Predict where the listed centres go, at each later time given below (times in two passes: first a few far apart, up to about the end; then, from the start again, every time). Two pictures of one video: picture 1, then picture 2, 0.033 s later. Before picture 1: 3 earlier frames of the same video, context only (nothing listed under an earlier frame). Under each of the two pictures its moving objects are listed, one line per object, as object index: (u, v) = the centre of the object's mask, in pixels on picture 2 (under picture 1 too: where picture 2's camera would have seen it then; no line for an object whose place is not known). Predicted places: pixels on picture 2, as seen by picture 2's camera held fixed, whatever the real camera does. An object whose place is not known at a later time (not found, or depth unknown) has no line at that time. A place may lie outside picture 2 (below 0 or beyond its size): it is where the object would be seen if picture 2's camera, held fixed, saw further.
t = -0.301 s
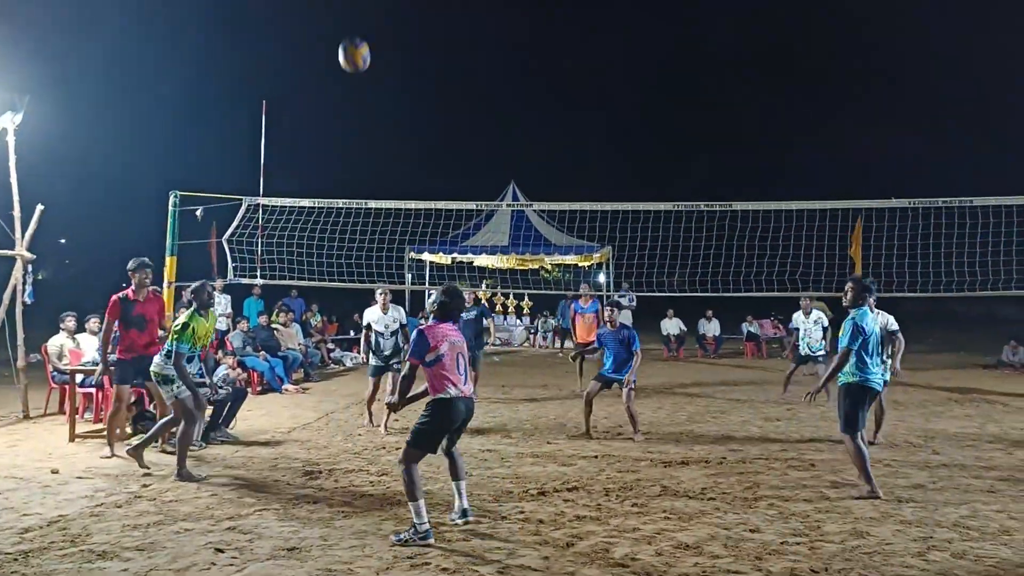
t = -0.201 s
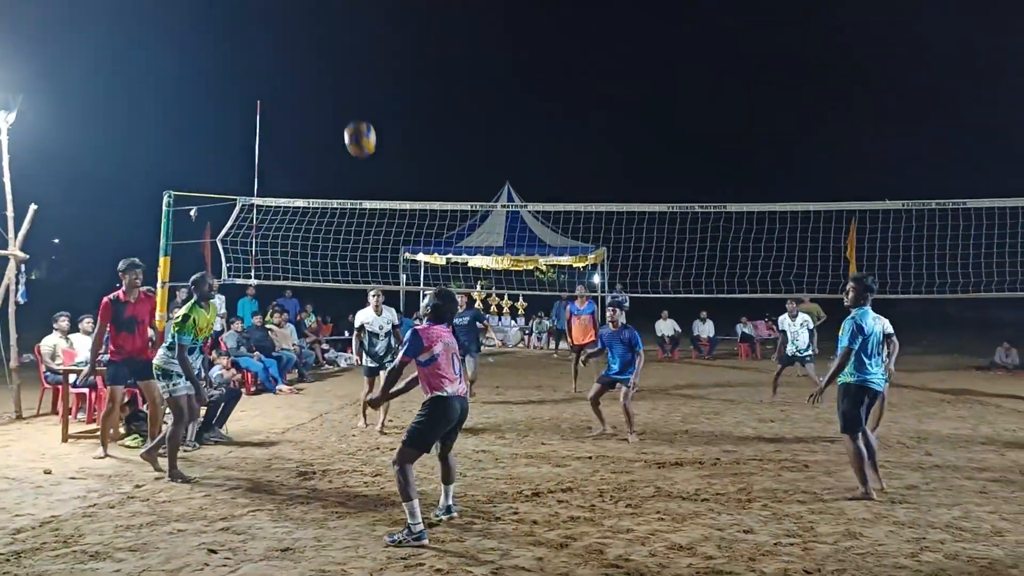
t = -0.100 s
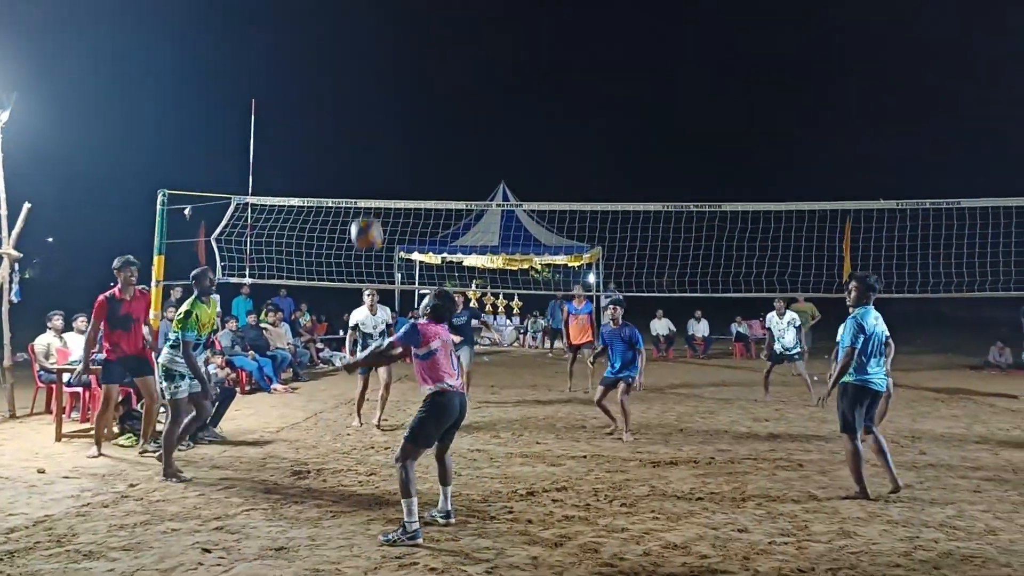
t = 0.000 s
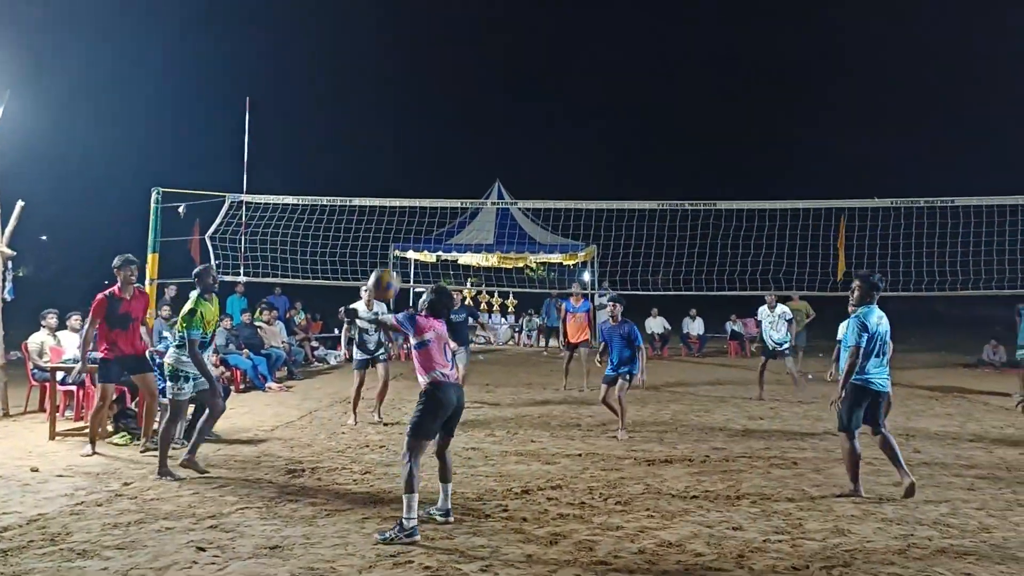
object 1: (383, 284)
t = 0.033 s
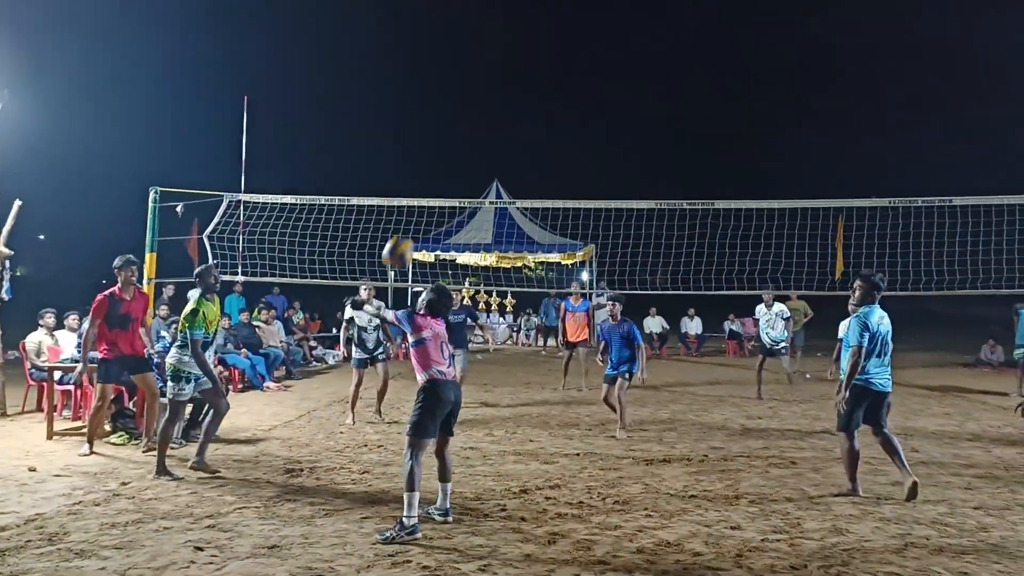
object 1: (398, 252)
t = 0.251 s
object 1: (490, 114)
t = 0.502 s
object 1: (573, 53)
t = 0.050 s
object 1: (406, 237)
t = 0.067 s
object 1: (415, 225)
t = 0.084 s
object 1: (422, 213)
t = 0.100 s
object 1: (430, 200)
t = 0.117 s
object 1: (438, 187)
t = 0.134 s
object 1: (445, 178)
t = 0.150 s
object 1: (452, 167)
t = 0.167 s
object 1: (459, 157)
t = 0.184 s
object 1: (465, 148)
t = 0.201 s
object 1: (472, 139)
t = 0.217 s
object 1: (478, 130)
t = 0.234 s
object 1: (484, 122)
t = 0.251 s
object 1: (490, 114)
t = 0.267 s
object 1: (497, 107)
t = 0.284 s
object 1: (503, 100)
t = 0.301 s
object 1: (509, 94)
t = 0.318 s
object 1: (515, 88)
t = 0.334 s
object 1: (521, 83)
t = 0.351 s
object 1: (527, 78)
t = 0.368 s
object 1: (532, 74)
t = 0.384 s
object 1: (538, 70)
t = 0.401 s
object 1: (543, 66)
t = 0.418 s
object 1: (549, 63)
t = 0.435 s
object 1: (554, 61)
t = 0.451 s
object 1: (559, 58)
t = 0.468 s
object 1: (564, 56)
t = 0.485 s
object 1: (569, 55)
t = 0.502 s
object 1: (573, 53)
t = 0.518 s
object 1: (577, 51)
